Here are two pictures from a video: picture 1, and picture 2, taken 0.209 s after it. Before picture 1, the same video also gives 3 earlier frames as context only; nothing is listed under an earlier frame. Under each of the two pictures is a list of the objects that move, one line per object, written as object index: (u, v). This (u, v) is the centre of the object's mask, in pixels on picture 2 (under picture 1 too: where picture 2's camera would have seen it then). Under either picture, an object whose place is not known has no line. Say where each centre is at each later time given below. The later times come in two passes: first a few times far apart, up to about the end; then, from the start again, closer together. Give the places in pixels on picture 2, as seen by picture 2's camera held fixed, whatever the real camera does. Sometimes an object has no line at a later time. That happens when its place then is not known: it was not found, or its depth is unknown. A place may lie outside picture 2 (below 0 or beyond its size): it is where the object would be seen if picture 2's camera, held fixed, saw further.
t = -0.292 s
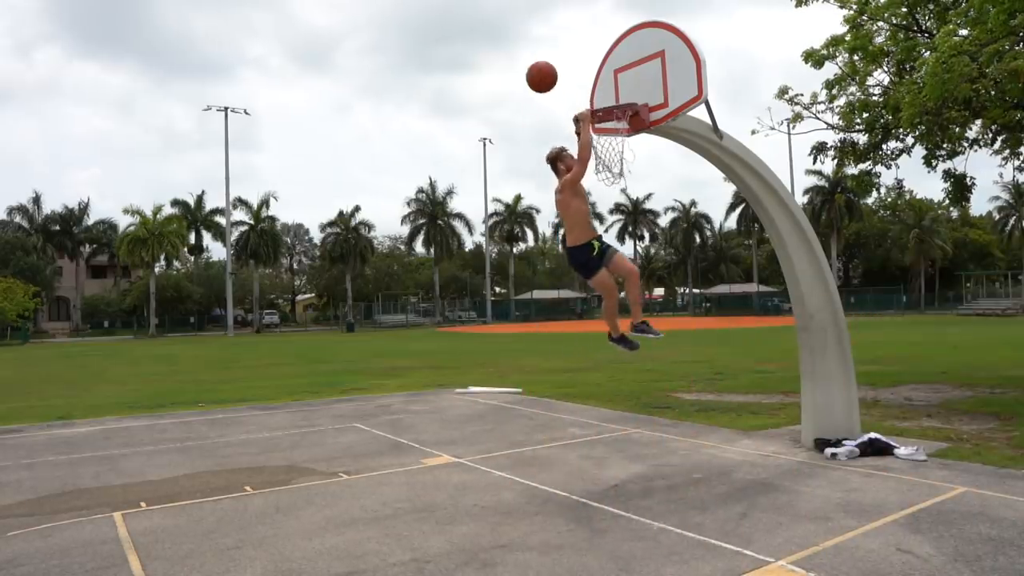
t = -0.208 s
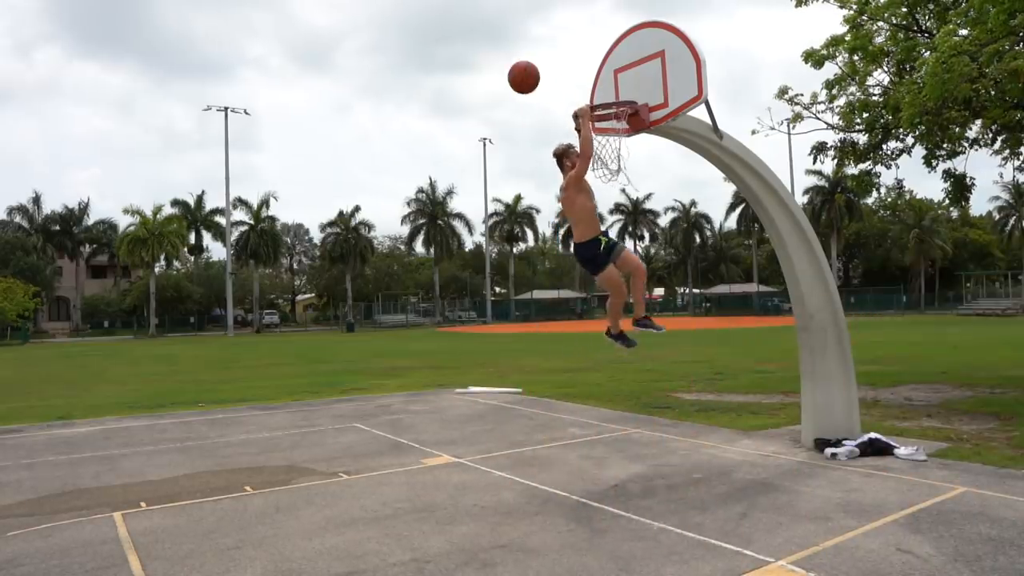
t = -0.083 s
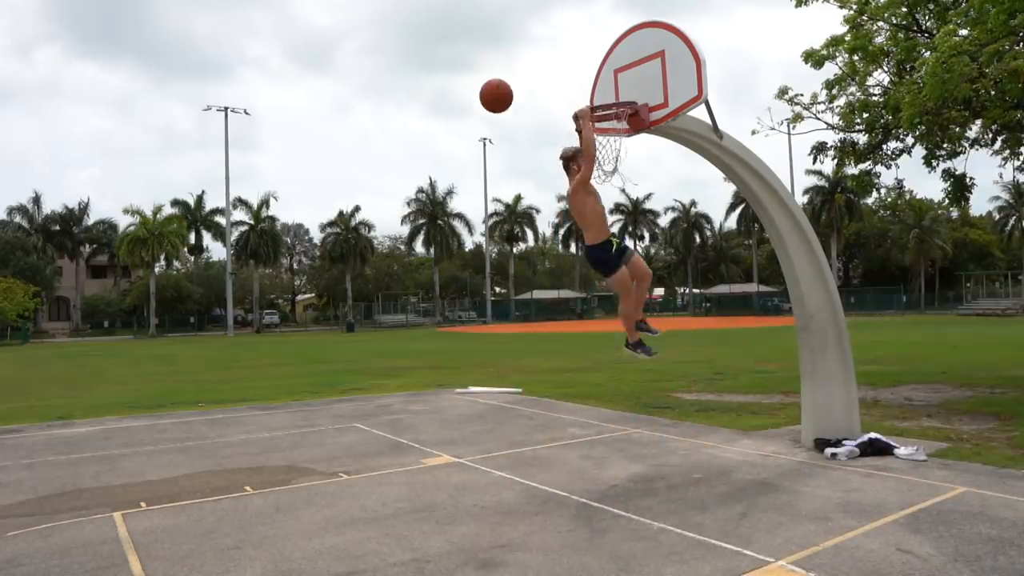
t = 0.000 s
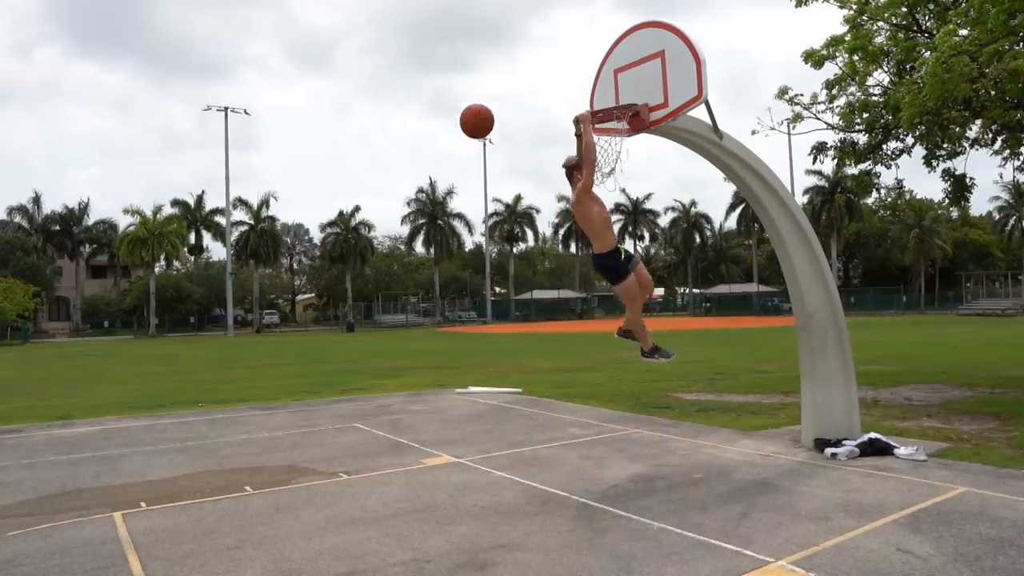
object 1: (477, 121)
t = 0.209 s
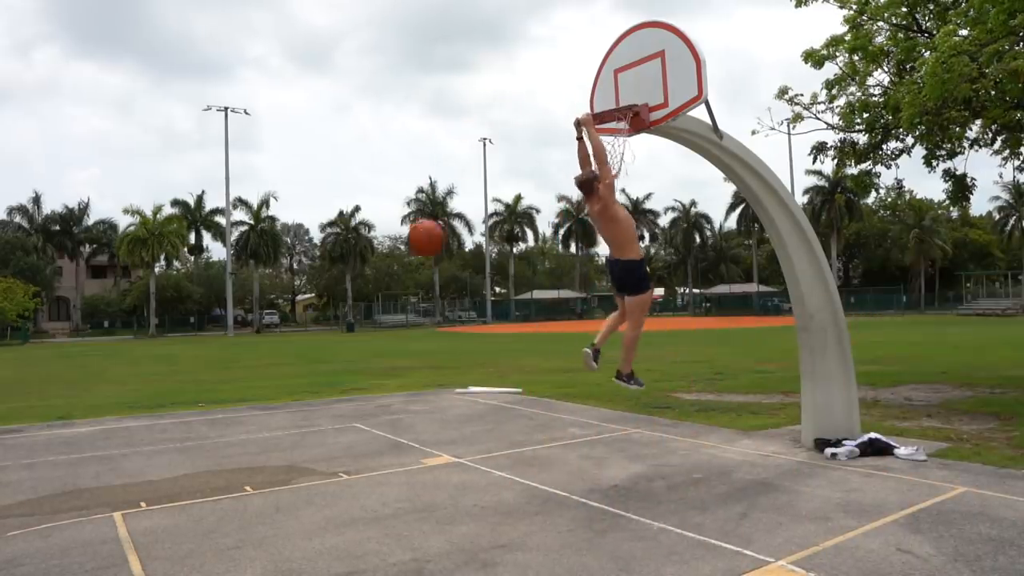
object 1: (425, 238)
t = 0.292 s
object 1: (403, 310)
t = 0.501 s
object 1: (347, 545)
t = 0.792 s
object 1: (218, 326)
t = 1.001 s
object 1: (111, 244)
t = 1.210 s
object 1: (9, 241)
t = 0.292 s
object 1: (403, 310)
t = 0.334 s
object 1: (392, 351)
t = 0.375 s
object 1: (381, 397)
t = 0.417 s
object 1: (370, 446)
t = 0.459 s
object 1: (359, 499)
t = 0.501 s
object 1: (347, 545)
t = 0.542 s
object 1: (330, 508)
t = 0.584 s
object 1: (313, 473)
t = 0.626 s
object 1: (294, 440)
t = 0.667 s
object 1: (276, 408)
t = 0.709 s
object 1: (257, 379)
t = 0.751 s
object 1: (238, 351)
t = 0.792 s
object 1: (218, 326)
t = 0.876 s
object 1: (177, 285)
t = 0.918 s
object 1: (155, 268)
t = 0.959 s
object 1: (133, 254)
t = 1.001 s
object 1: (111, 244)
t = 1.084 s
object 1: (65, 232)
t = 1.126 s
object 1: (39, 232)
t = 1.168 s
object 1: (20, 235)
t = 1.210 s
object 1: (9, 241)
